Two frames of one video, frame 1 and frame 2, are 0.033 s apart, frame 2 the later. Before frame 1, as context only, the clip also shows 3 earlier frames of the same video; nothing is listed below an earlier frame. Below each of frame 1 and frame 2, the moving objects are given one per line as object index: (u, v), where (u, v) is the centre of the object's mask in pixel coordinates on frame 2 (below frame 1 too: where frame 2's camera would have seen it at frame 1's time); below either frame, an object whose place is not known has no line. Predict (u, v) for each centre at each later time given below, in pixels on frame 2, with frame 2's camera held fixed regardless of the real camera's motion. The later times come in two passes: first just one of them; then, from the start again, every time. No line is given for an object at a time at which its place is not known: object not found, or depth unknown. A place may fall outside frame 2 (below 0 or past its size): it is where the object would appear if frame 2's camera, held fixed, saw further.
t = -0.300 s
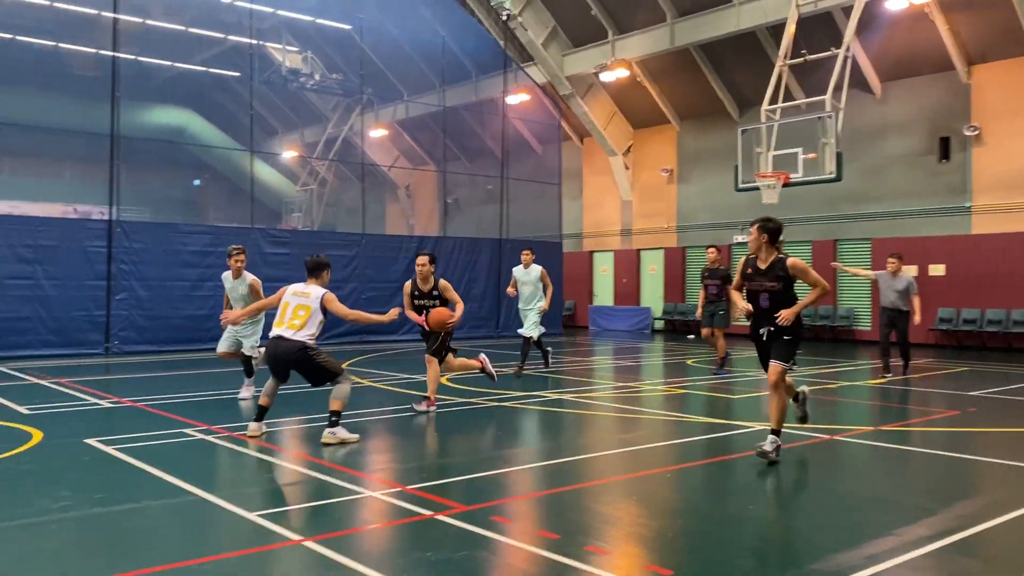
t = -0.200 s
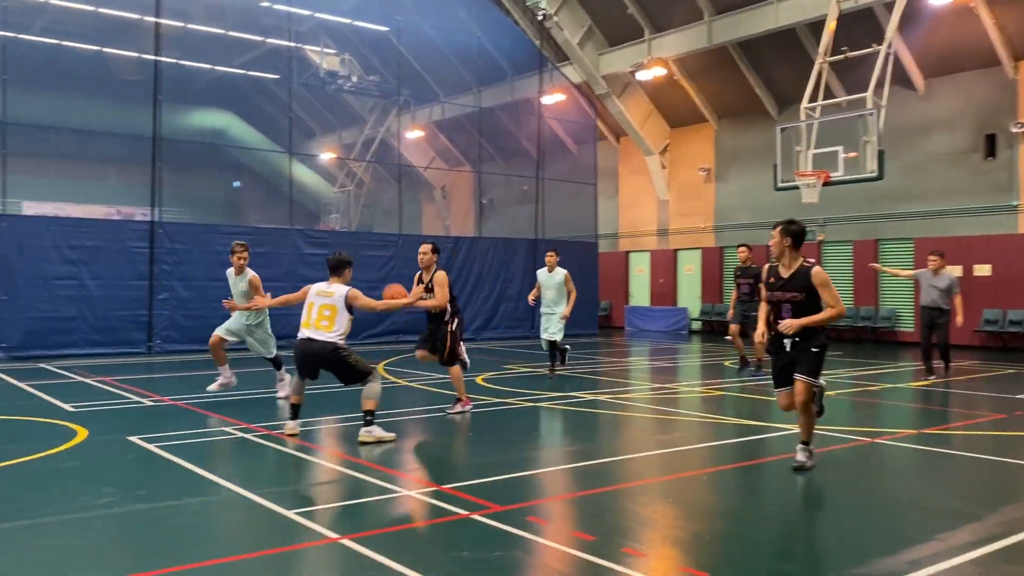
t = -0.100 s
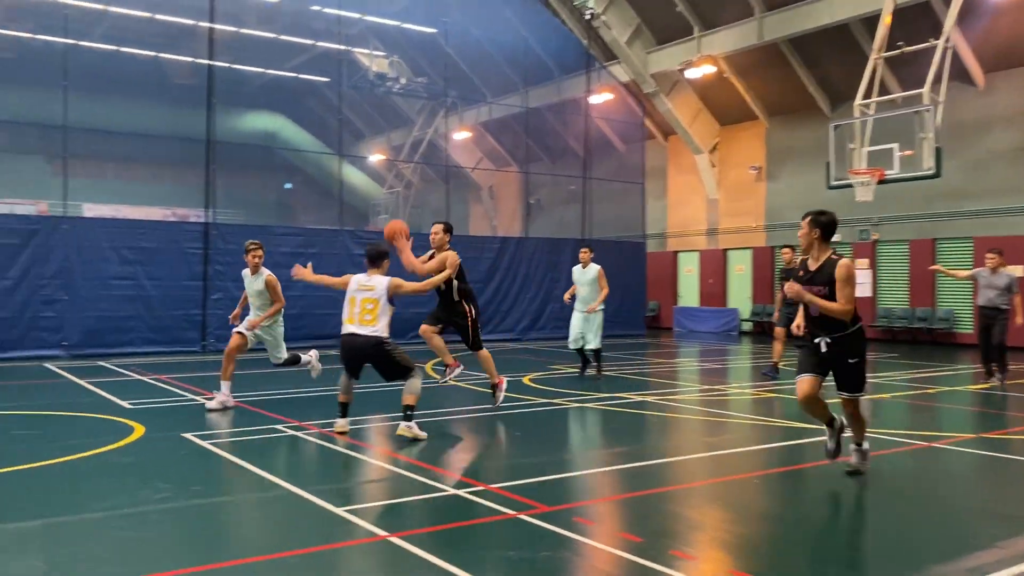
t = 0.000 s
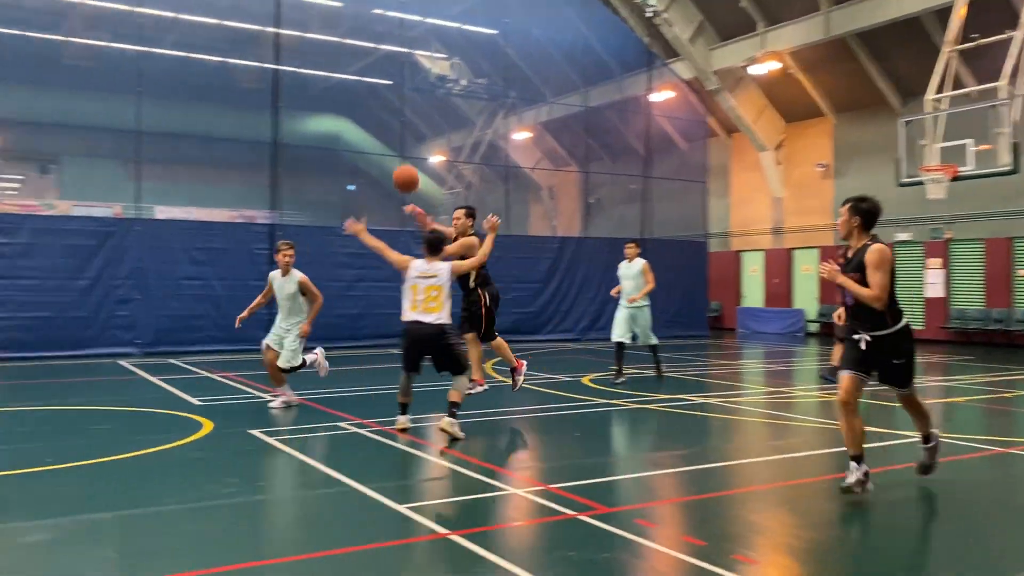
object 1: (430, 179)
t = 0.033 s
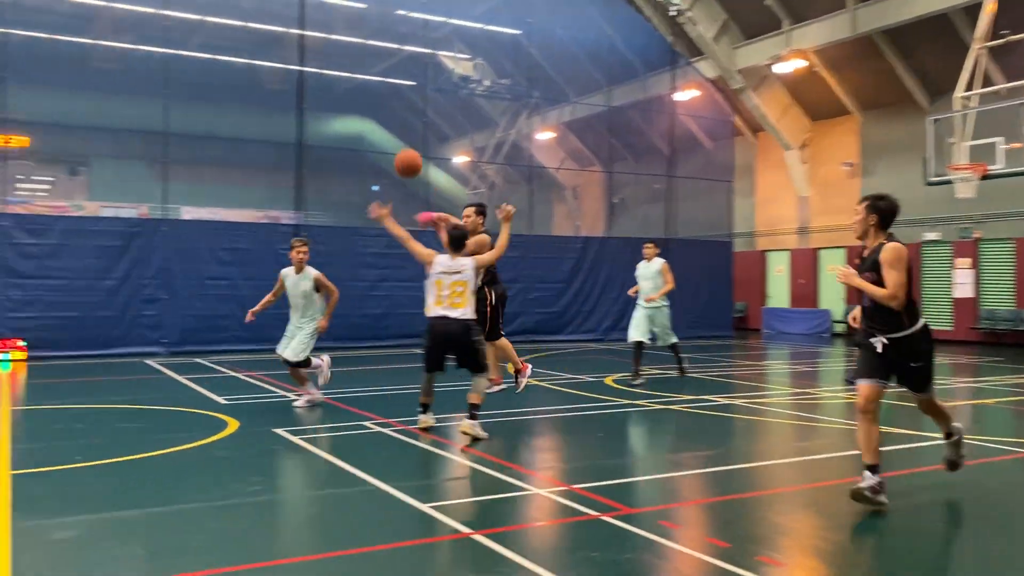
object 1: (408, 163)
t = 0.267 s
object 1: (202, 51)
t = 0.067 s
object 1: (385, 148)
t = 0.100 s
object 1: (360, 131)
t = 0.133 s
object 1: (333, 115)
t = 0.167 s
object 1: (305, 99)
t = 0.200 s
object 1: (273, 84)
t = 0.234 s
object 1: (238, 67)
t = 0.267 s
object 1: (202, 51)
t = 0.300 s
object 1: (161, 34)
